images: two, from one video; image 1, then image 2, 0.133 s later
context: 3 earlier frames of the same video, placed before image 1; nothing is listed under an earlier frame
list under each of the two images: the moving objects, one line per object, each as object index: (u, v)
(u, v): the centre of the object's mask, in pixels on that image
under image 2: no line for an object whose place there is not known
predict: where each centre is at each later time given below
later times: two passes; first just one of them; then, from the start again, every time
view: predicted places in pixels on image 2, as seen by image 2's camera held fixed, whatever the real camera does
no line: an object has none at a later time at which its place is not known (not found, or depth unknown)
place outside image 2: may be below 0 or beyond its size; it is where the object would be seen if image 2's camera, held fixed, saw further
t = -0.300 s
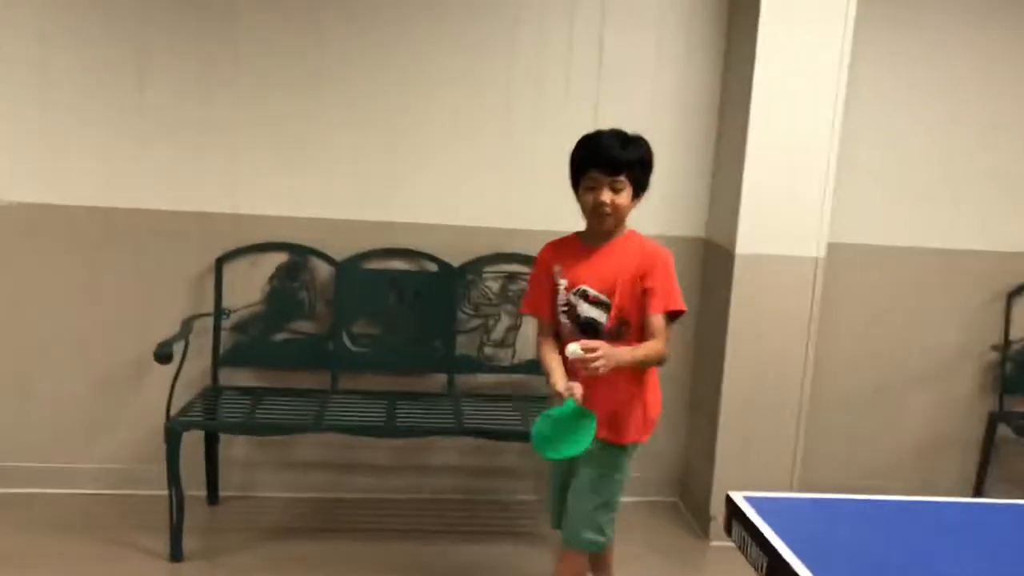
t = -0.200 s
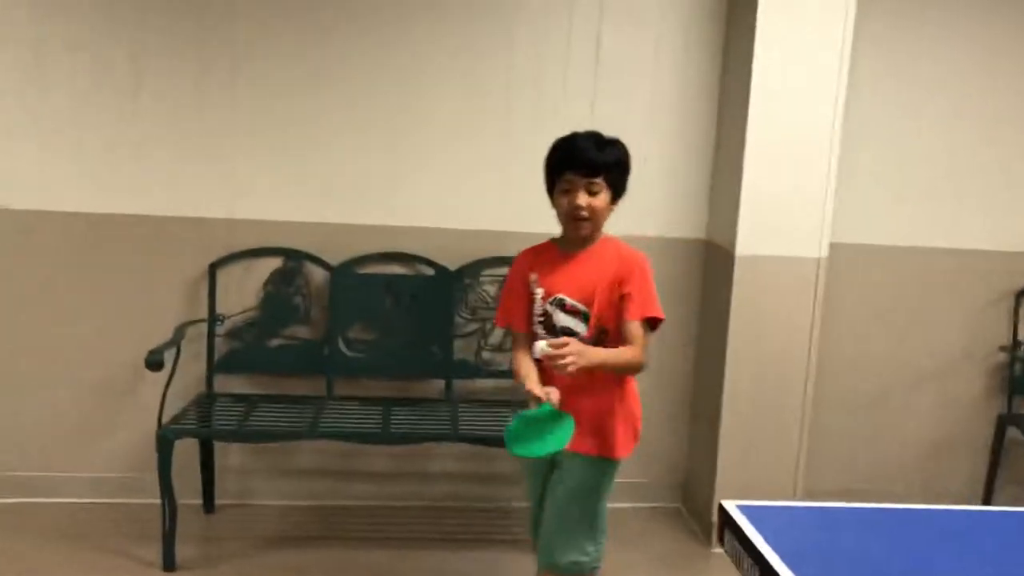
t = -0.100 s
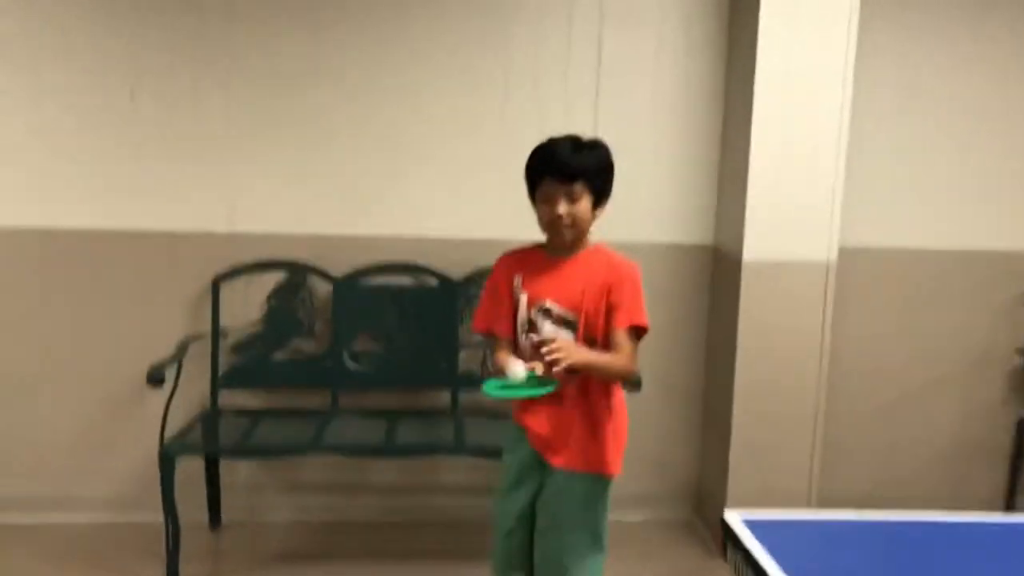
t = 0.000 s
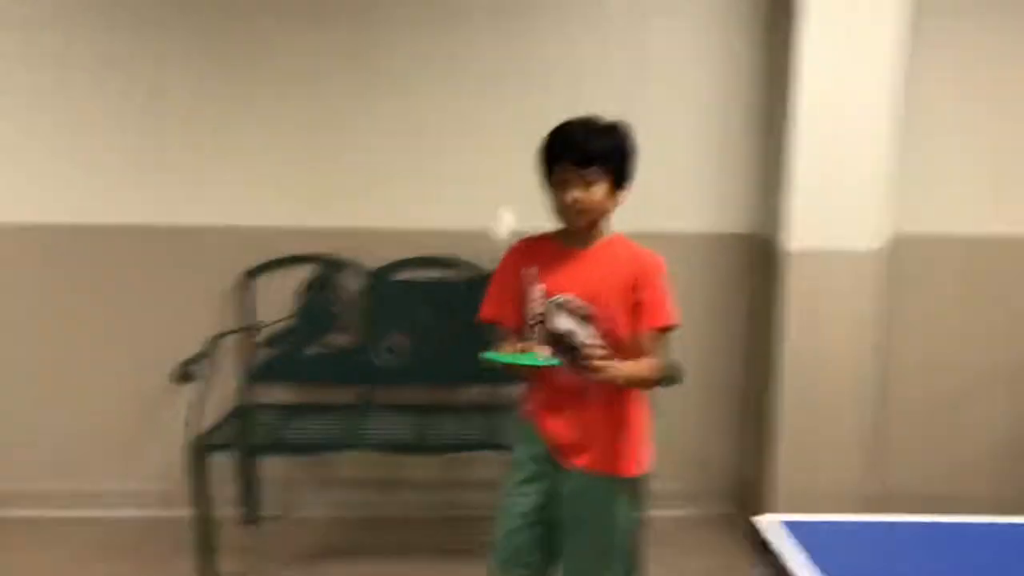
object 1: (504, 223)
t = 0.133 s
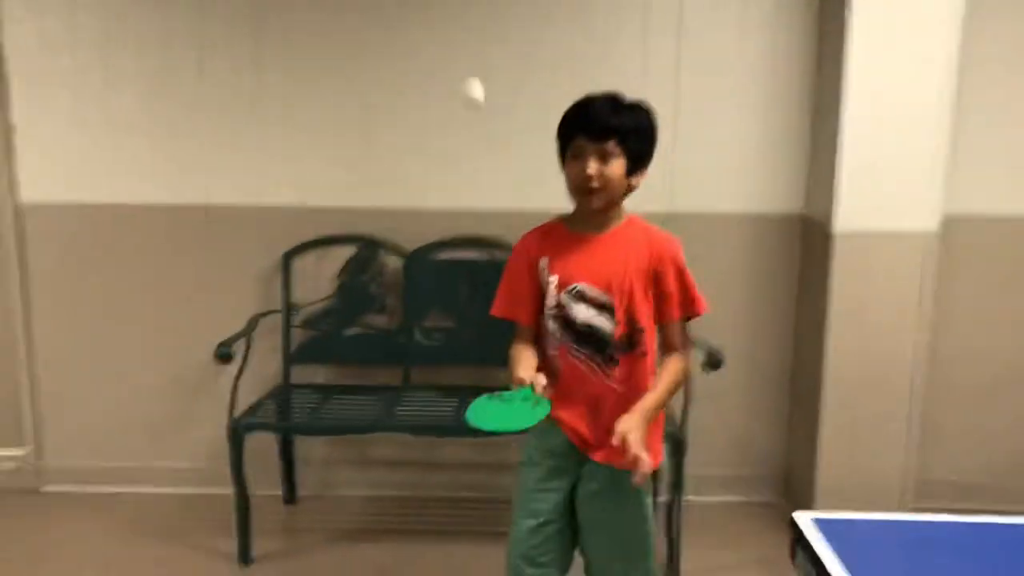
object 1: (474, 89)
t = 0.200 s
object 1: (437, 72)
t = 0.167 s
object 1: (457, 76)
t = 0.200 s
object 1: (437, 72)
